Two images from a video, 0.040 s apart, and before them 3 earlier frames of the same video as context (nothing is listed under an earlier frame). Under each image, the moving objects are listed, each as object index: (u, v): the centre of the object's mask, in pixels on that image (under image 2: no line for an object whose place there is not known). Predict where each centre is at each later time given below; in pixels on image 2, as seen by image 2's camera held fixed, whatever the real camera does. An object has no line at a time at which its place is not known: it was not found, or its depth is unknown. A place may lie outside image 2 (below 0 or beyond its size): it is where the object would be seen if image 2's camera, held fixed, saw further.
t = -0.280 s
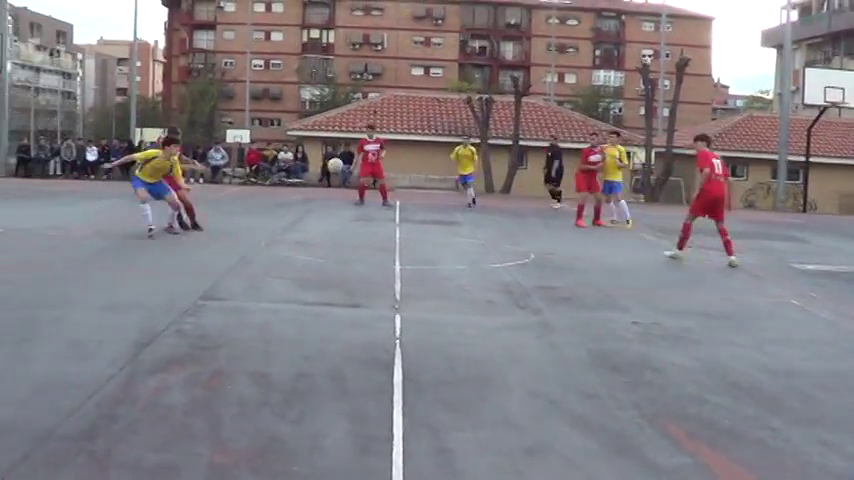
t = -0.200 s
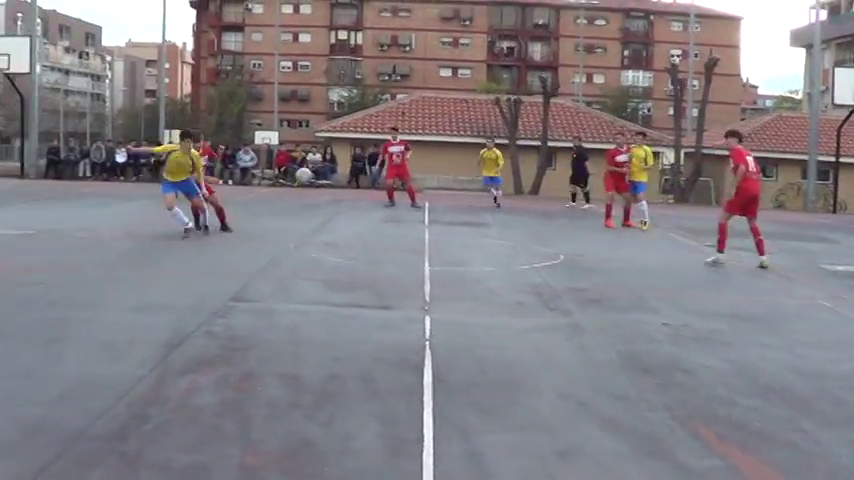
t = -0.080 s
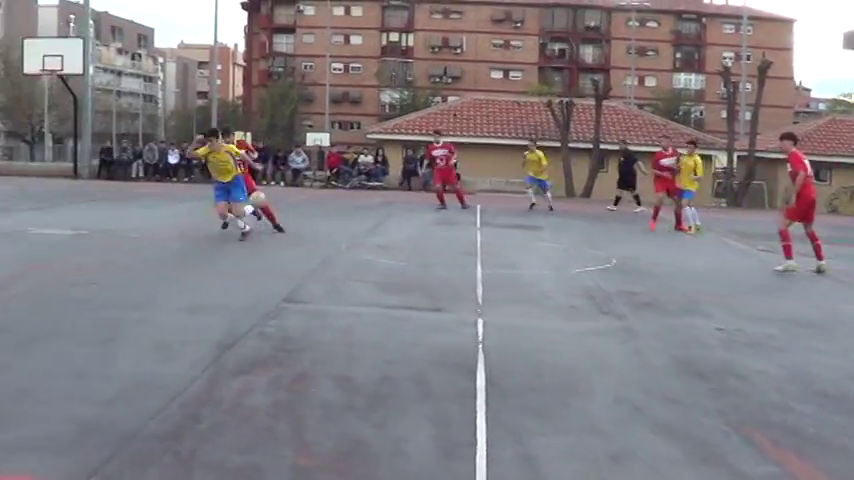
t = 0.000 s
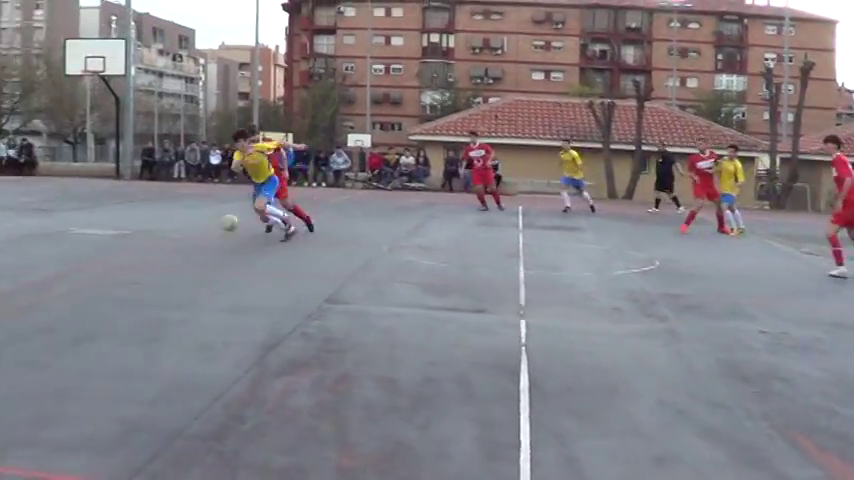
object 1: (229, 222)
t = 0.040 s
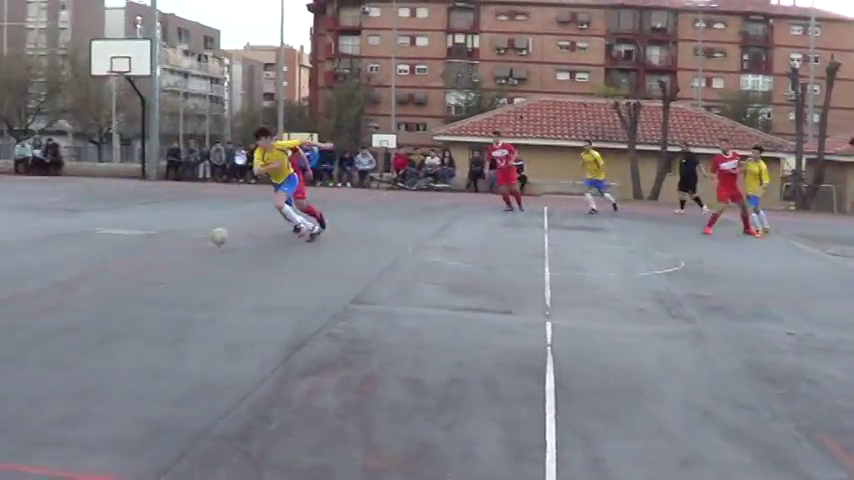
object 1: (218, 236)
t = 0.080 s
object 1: (185, 246)
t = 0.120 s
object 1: (164, 239)
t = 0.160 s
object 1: (143, 233)
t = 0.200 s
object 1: (121, 229)
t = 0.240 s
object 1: (100, 226)
